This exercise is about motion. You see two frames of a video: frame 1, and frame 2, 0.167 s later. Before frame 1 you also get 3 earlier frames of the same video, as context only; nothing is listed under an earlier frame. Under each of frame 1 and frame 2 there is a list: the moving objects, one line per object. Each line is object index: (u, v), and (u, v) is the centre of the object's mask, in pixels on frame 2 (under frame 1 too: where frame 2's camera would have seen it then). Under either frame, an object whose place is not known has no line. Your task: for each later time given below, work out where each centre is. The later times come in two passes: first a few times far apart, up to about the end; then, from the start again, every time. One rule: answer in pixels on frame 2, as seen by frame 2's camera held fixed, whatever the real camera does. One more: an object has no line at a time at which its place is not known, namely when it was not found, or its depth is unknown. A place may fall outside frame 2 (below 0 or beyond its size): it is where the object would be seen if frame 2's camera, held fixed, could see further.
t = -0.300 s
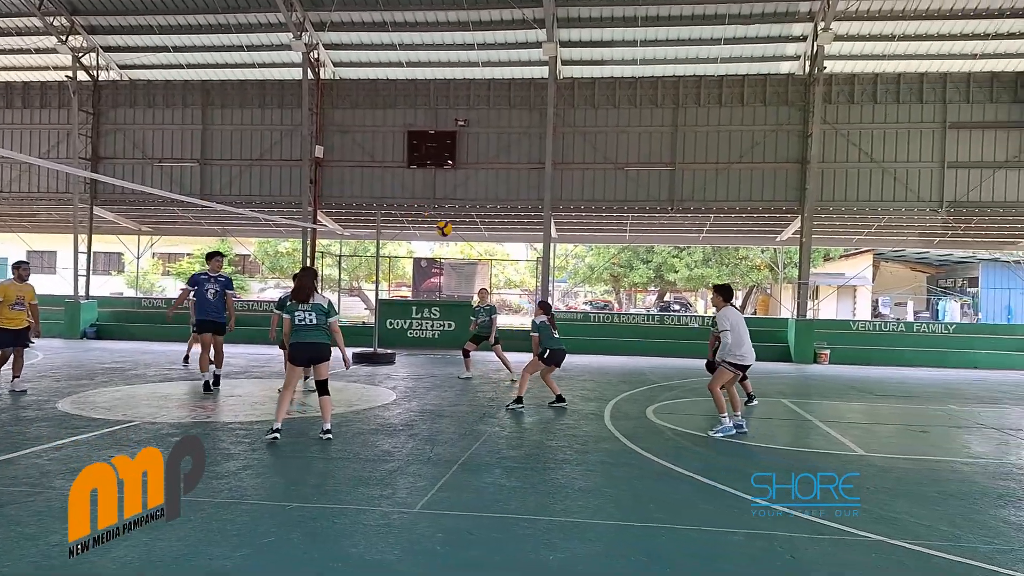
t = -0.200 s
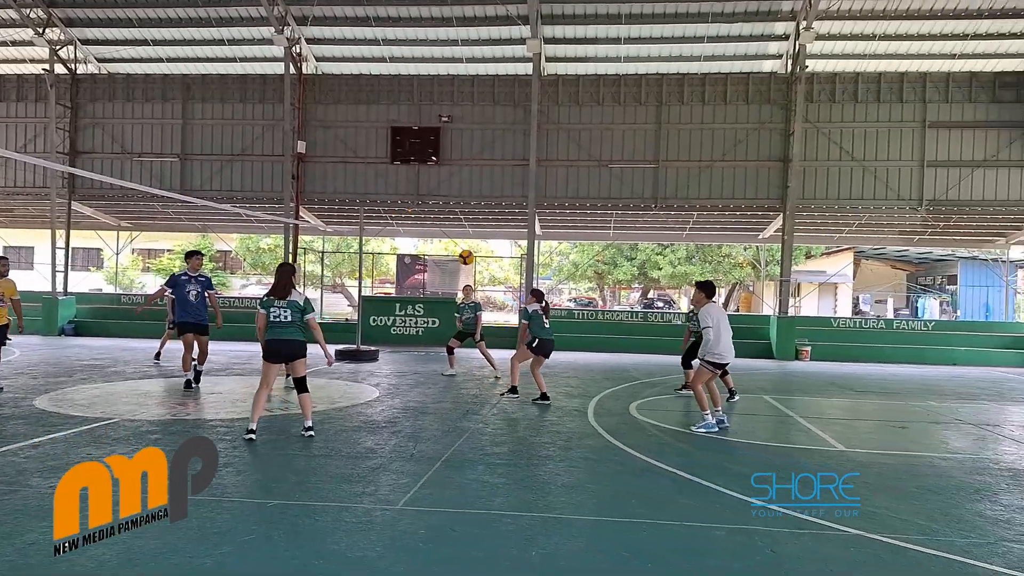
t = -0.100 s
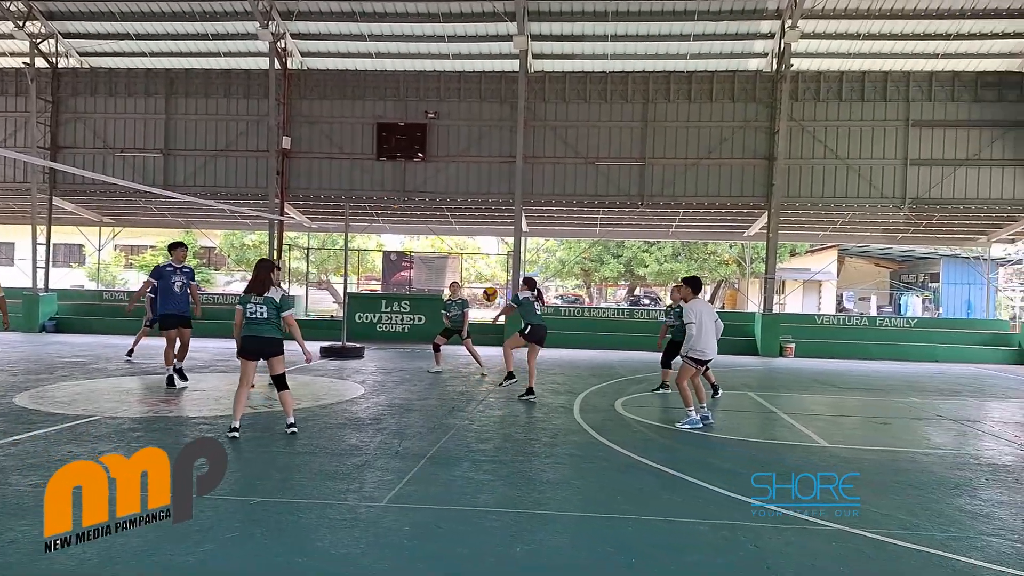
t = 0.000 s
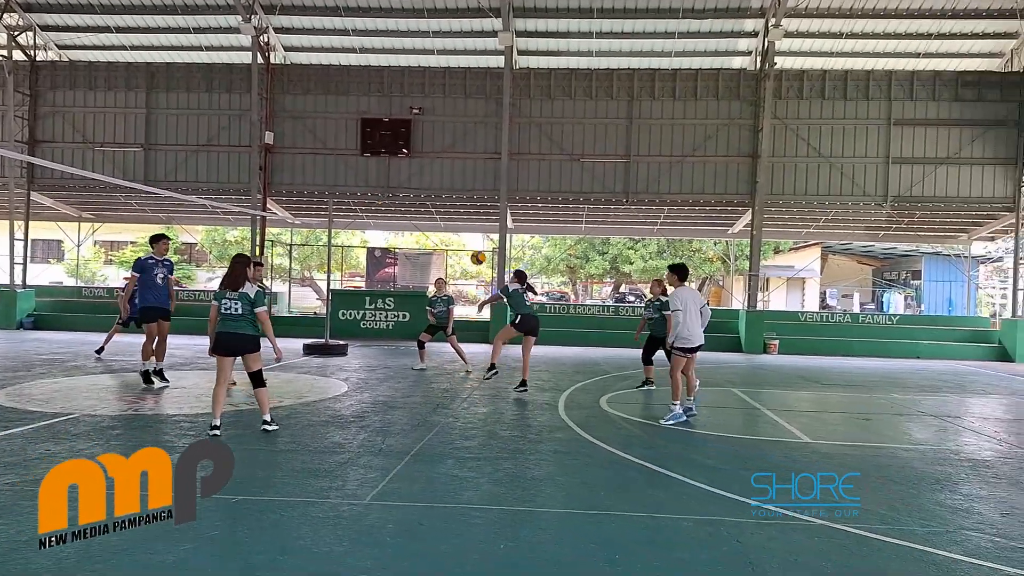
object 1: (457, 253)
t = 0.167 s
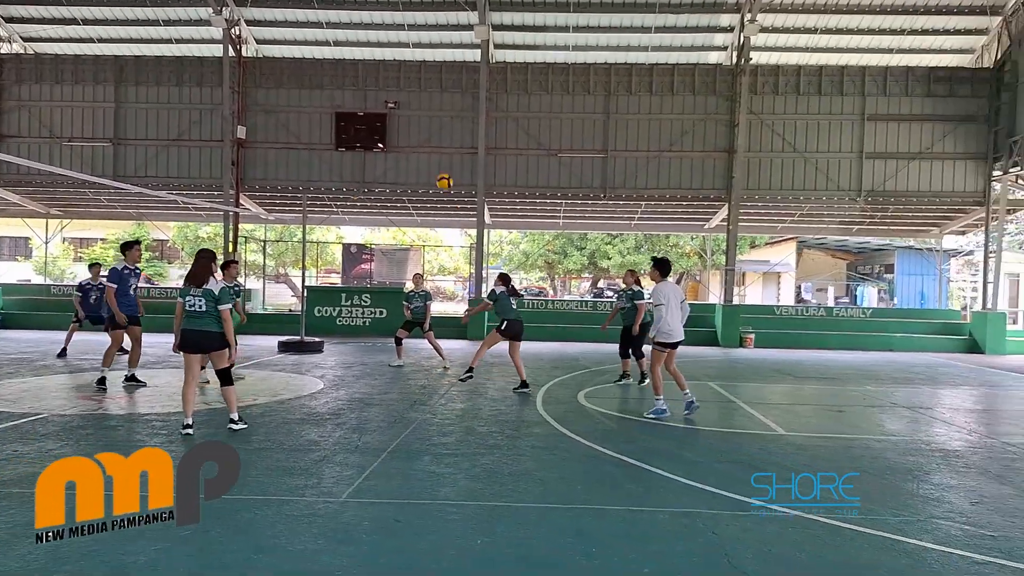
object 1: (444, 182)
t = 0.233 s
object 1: (439, 159)
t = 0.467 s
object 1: (421, 108)
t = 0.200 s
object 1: (442, 170)
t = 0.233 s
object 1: (439, 159)
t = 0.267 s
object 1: (437, 149)
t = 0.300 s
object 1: (434, 140)
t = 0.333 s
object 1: (432, 133)
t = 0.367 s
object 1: (429, 125)
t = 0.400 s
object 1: (427, 119)
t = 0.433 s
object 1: (424, 113)
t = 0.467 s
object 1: (421, 108)
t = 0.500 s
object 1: (419, 104)
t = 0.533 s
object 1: (416, 101)
